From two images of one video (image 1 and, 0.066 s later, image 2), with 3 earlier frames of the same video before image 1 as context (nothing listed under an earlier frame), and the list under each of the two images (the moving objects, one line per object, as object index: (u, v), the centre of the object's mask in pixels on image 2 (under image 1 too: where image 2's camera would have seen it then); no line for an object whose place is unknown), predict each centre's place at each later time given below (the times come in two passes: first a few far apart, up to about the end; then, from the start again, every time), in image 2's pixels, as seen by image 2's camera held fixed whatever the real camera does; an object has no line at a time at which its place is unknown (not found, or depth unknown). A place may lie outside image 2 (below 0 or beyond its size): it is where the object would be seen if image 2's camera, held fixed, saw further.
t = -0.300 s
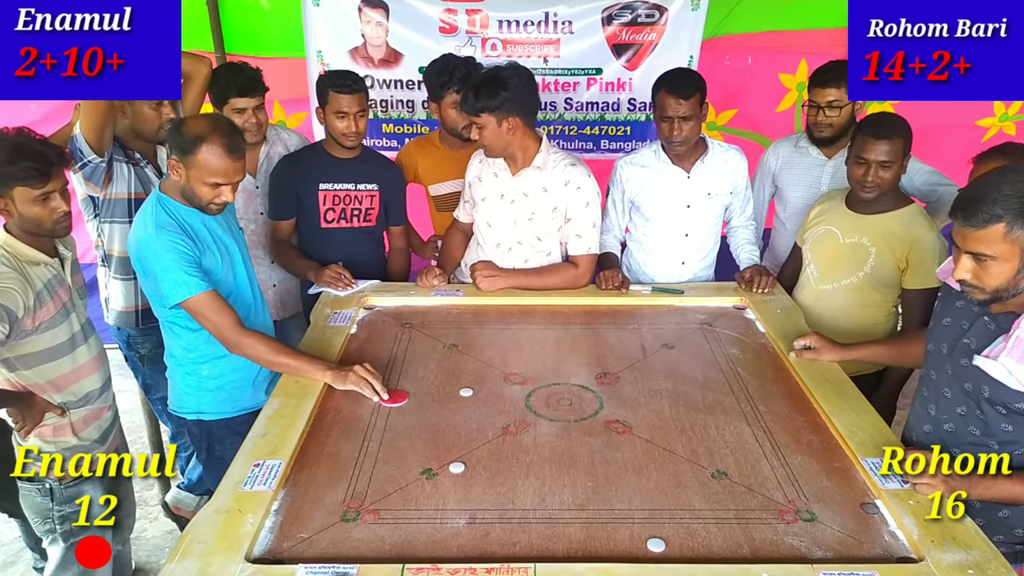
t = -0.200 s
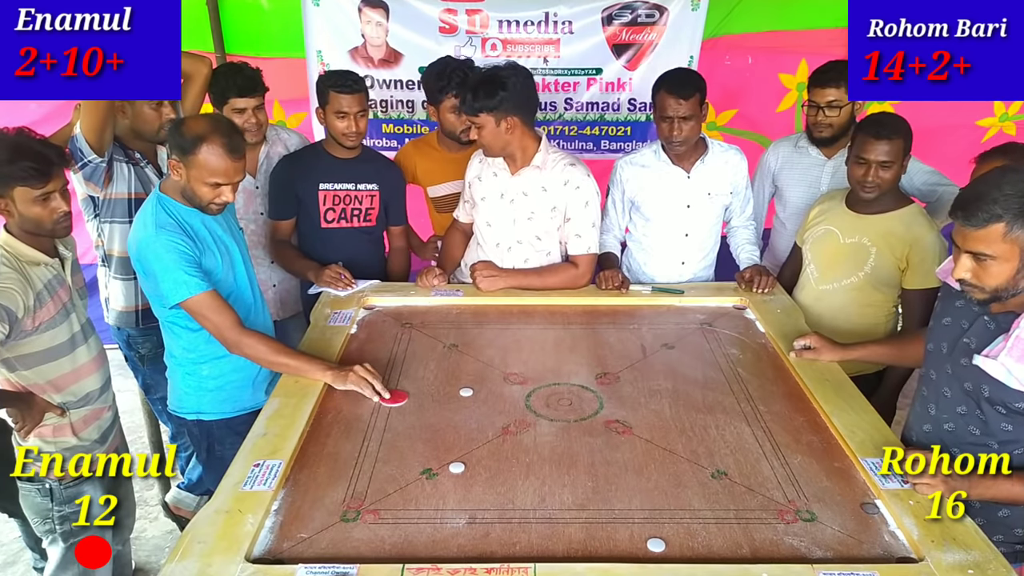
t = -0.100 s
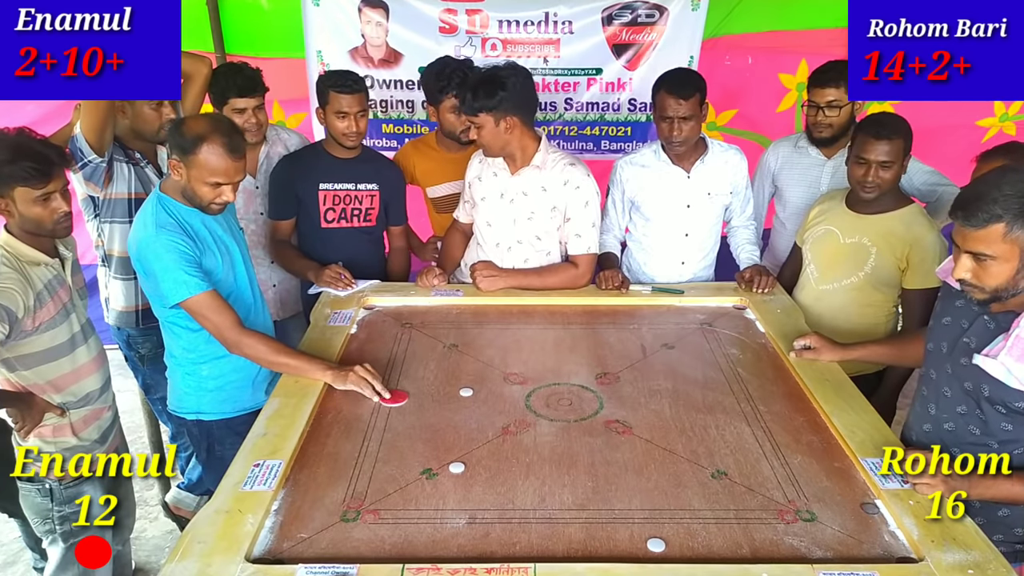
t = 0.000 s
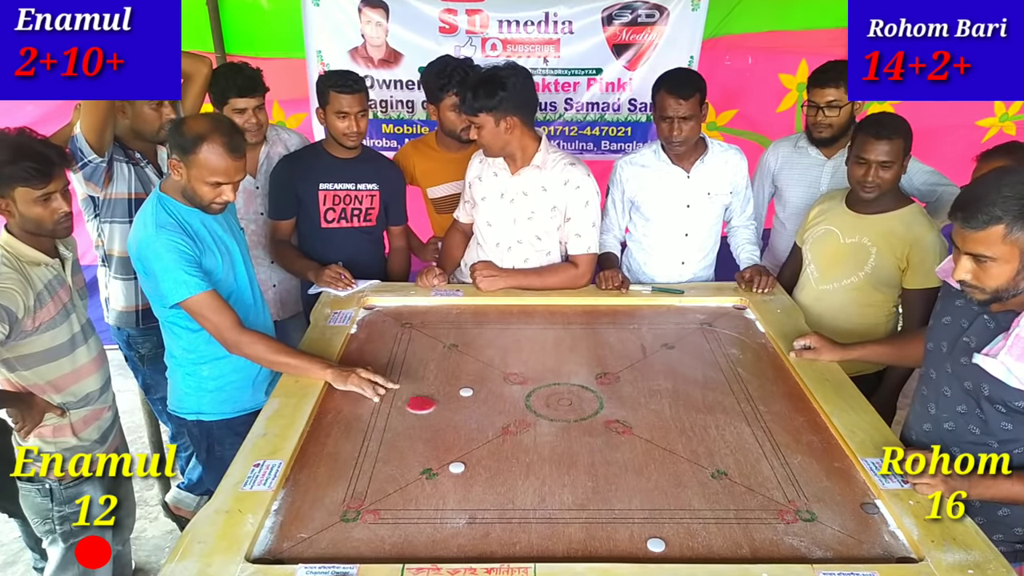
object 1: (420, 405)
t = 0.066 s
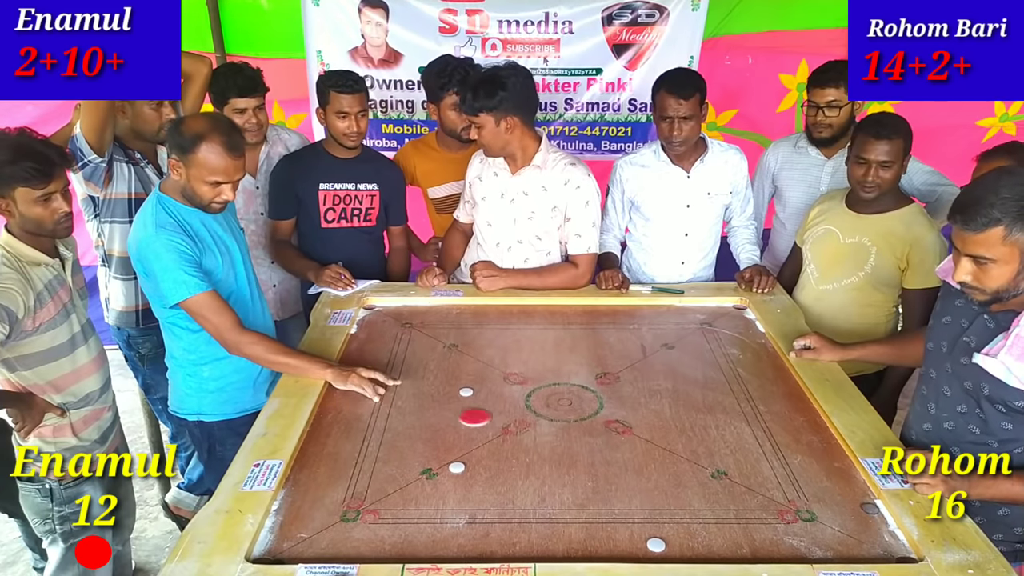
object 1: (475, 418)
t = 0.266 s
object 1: (639, 454)
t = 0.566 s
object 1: (863, 503)
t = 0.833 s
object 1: (864, 509)
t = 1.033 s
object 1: (864, 509)
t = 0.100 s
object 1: (502, 424)
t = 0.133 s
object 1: (528, 430)
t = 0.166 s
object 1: (556, 436)
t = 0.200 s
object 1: (584, 442)
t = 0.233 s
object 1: (611, 448)
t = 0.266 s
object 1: (639, 454)
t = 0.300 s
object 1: (666, 460)
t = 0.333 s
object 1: (694, 466)
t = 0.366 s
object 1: (722, 472)
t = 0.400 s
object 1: (749, 478)
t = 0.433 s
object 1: (776, 484)
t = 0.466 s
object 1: (805, 491)
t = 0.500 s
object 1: (832, 496)
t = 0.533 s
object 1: (856, 500)
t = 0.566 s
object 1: (863, 503)
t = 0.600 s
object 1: (864, 505)
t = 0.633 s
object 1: (864, 507)
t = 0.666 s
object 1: (864, 508)
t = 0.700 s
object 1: (864, 509)
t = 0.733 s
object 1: (865, 509)
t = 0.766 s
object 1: (865, 509)
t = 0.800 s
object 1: (864, 509)
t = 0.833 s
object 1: (864, 509)
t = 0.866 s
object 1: (865, 509)
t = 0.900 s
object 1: (864, 509)
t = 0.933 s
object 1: (864, 509)
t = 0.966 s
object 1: (864, 509)
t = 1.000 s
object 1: (865, 509)
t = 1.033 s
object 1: (864, 509)
